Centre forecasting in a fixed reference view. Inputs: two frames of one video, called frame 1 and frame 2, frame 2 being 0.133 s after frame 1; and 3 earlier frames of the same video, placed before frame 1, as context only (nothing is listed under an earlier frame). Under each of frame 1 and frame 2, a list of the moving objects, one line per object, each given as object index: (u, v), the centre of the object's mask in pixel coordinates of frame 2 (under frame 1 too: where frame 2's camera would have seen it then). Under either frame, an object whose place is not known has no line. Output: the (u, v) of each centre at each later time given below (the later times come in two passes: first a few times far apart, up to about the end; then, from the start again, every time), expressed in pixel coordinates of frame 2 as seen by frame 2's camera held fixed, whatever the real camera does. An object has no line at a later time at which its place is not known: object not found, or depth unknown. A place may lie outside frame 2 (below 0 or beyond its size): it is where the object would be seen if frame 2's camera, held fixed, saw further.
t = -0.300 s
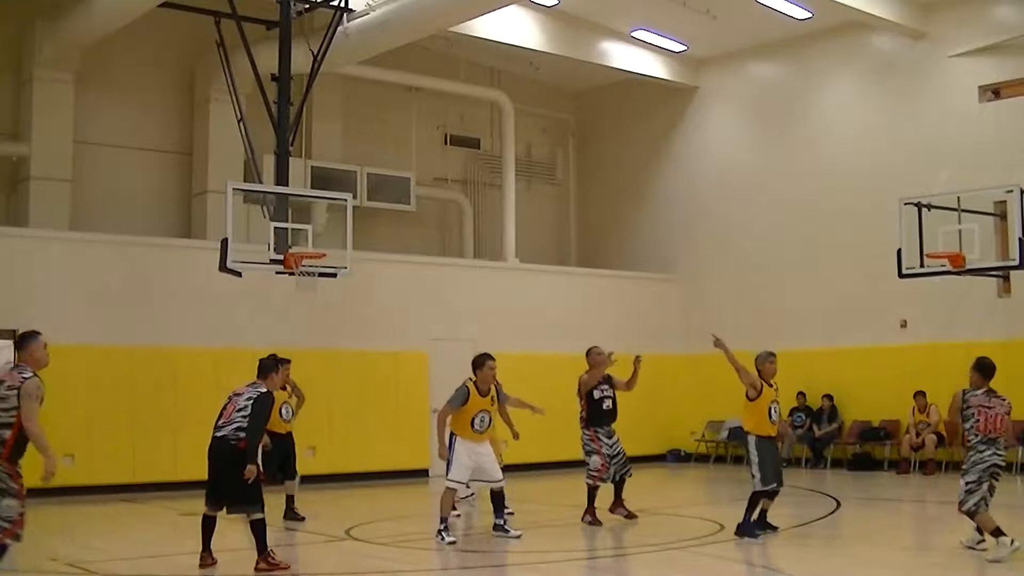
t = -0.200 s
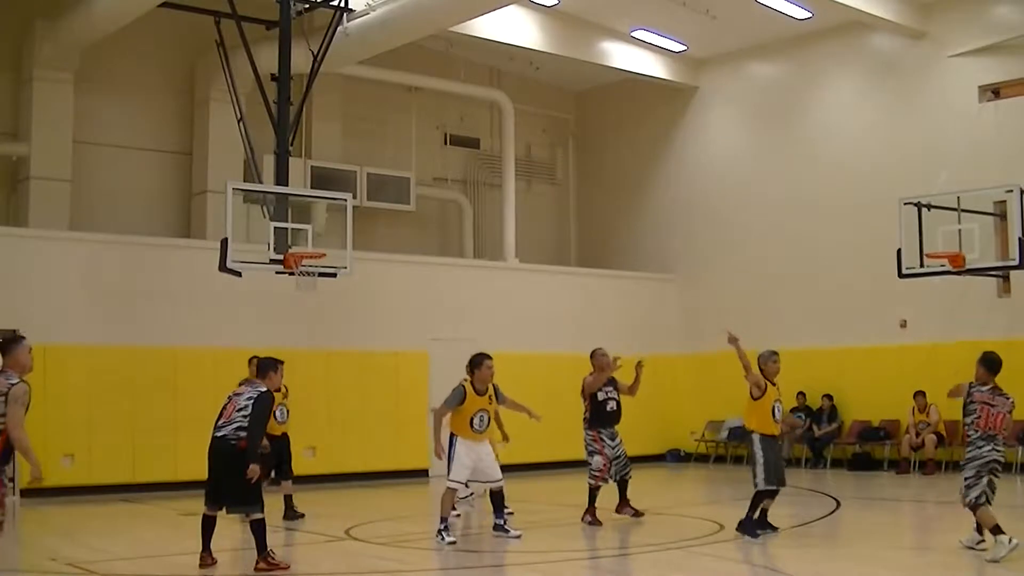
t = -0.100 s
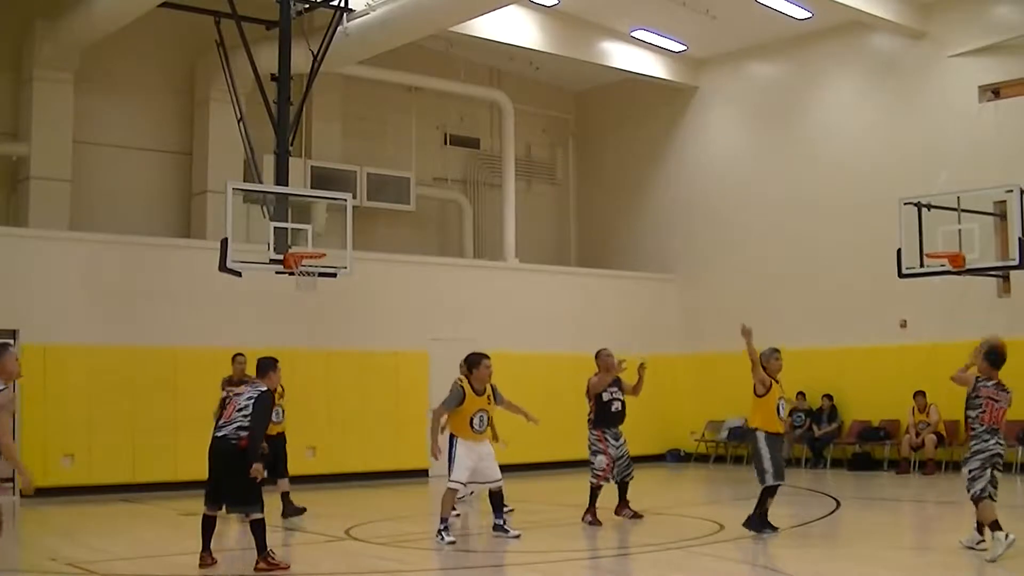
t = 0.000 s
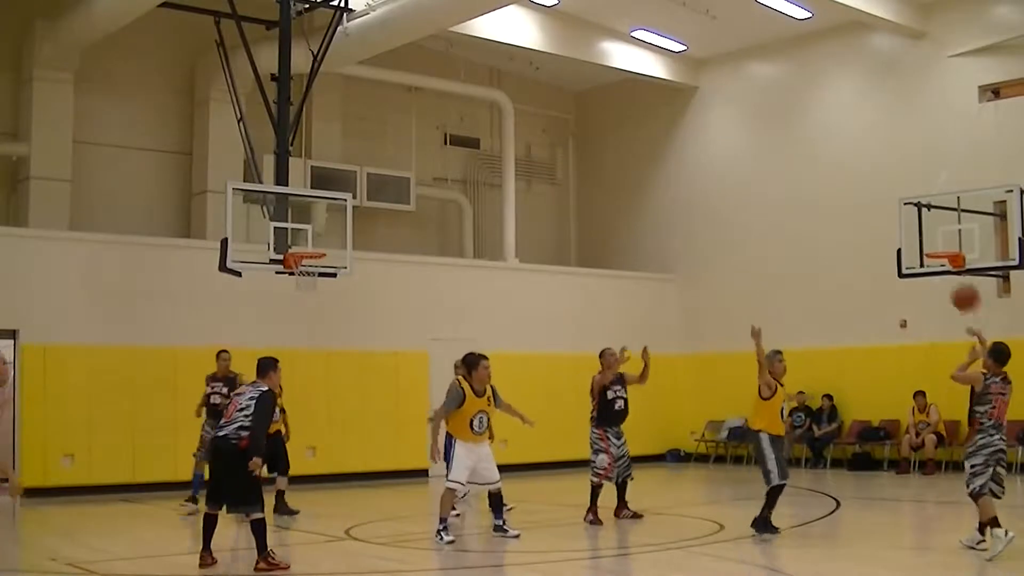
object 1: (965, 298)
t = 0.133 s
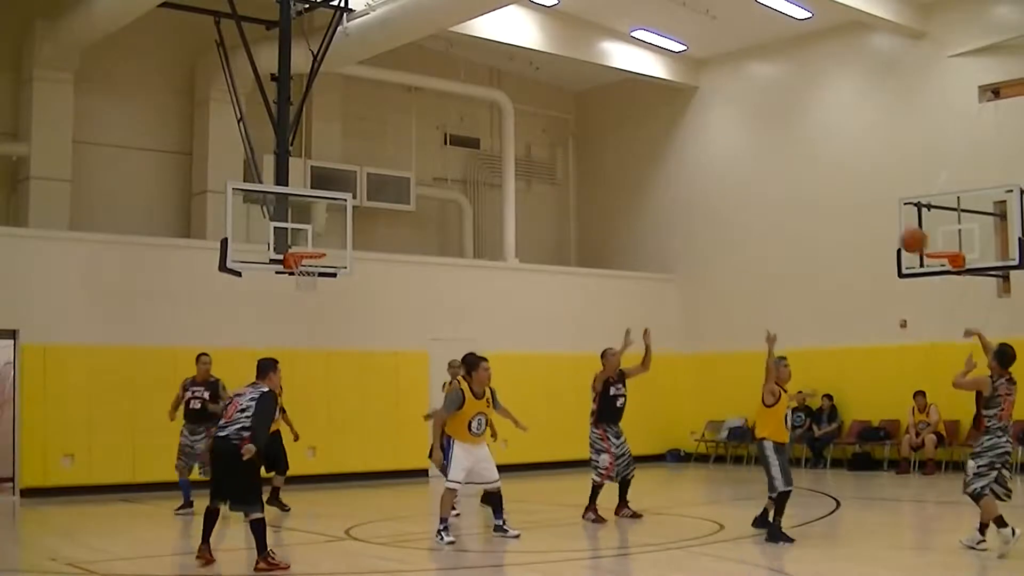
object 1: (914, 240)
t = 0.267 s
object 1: (866, 207)
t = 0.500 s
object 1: (794, 196)
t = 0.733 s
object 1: (733, 239)
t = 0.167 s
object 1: (901, 230)
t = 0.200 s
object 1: (889, 220)
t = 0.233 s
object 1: (877, 213)
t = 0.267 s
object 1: (866, 207)
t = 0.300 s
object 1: (855, 202)
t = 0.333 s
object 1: (844, 198)
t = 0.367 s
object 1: (833, 195)
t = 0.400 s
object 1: (823, 194)
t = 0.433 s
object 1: (813, 194)
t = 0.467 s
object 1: (804, 194)
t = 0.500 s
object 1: (794, 196)
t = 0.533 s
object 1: (784, 199)
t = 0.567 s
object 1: (775, 203)
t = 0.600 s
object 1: (766, 209)
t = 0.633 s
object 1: (758, 215)
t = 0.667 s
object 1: (750, 222)
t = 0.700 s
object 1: (741, 230)
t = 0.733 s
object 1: (733, 239)
